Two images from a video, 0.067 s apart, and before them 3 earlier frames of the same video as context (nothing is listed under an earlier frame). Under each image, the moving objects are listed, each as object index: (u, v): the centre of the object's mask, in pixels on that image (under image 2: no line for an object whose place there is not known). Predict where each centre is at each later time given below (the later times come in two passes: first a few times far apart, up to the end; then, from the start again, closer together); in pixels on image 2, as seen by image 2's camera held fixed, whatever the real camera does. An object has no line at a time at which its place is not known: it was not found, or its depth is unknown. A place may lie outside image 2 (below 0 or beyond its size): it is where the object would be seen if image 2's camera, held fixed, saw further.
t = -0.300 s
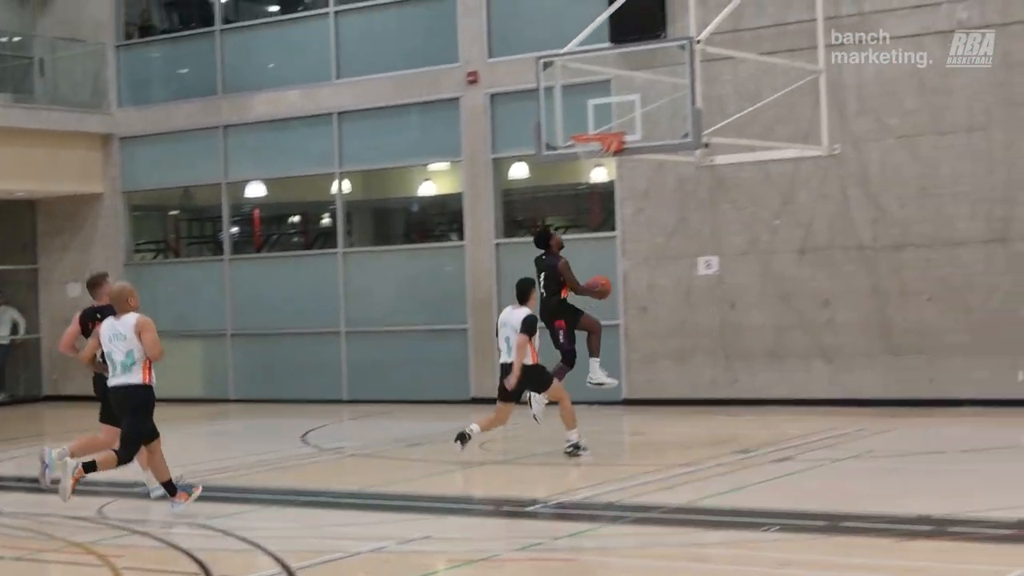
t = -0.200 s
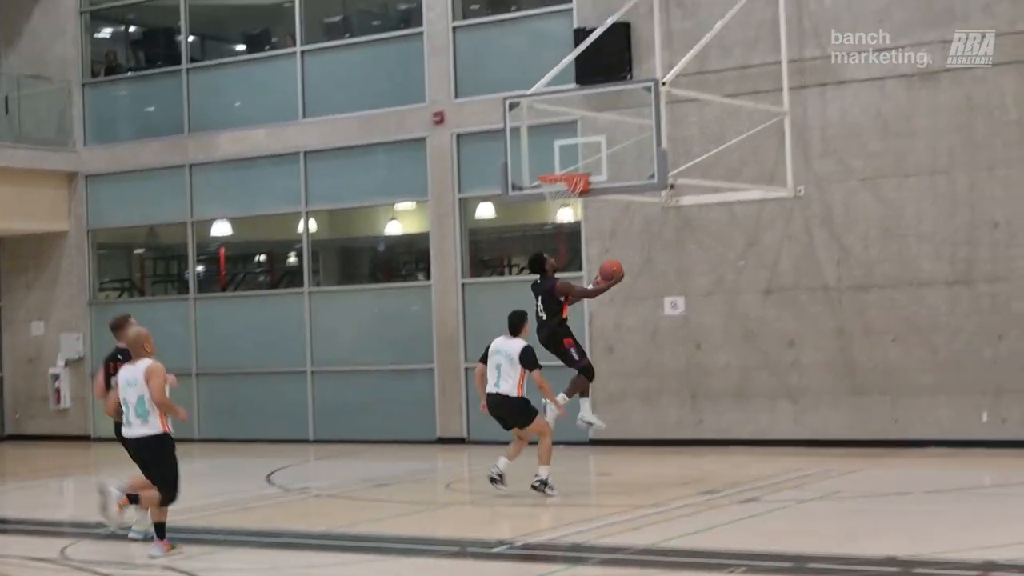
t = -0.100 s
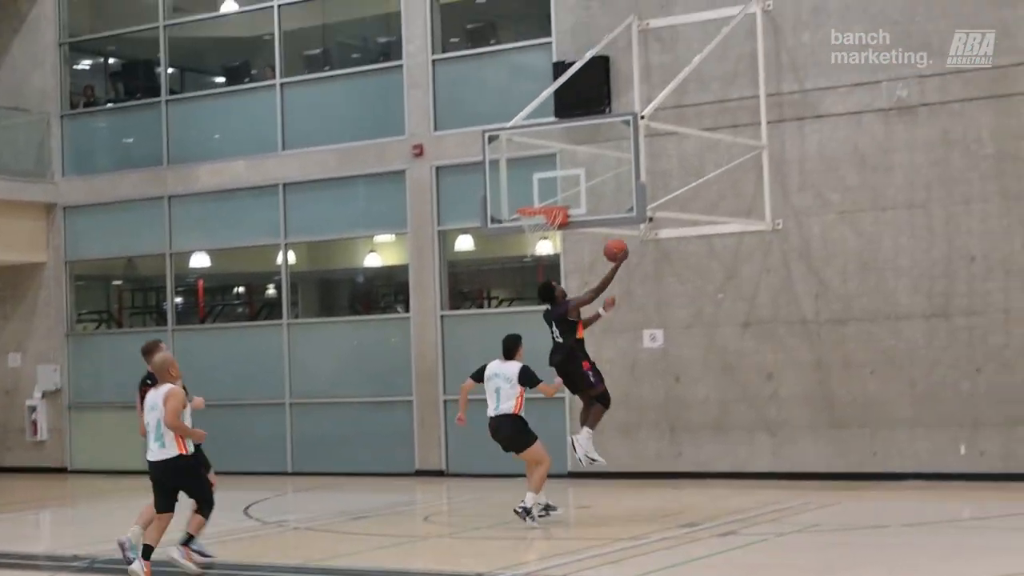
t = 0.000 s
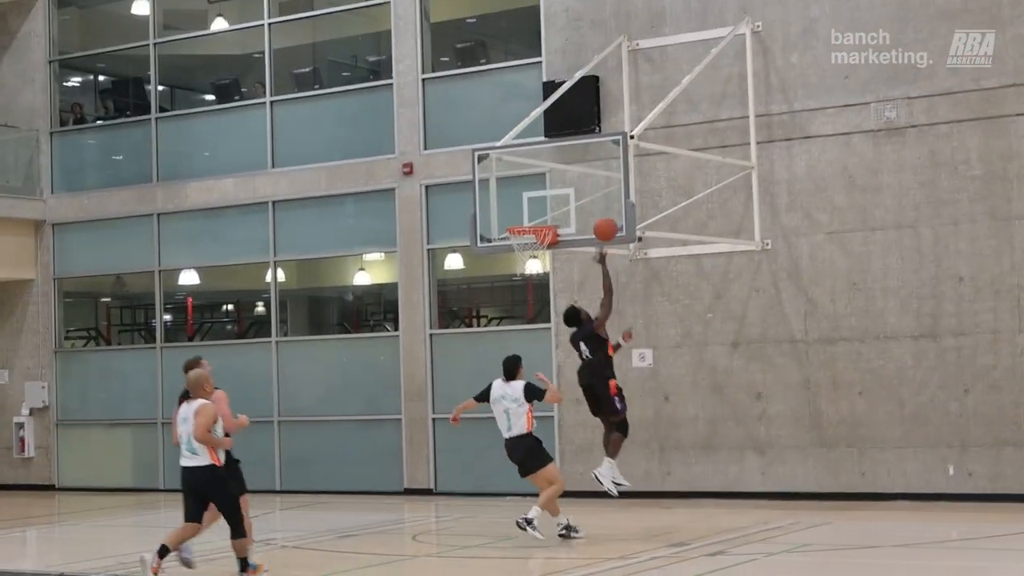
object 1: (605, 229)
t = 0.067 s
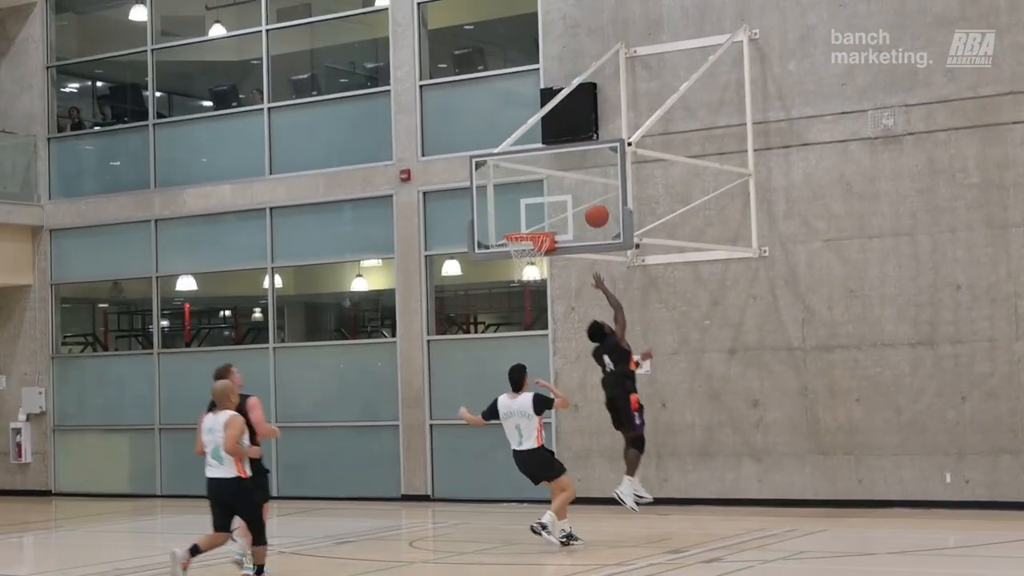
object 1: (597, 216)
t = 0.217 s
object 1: (583, 187)
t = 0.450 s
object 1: (539, 203)
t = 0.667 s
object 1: (528, 257)
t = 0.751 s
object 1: (539, 280)
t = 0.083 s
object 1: (595, 211)
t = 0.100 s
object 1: (594, 207)
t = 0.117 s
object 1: (592, 204)
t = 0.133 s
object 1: (590, 200)
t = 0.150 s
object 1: (589, 197)
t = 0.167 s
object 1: (588, 194)
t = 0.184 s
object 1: (586, 191)
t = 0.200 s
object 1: (585, 189)
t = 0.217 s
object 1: (583, 187)
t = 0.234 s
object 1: (581, 186)
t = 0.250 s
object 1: (577, 186)
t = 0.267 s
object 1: (574, 186)
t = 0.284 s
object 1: (571, 186)
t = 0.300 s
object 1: (568, 187)
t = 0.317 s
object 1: (564, 188)
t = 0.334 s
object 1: (561, 188)
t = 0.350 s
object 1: (558, 190)
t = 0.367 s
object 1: (555, 191)
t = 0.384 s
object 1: (552, 193)
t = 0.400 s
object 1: (549, 195)
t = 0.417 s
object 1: (546, 197)
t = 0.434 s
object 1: (542, 200)
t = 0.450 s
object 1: (539, 203)
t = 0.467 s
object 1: (536, 205)
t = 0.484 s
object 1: (533, 209)
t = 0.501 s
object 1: (530, 213)
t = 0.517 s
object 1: (527, 217)
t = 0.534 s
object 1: (524, 221)
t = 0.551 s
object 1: (521, 224)
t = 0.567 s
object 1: (518, 226)
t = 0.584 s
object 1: (516, 234)
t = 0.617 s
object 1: (519, 245)
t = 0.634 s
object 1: (523, 247)
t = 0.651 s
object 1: (525, 253)
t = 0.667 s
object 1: (528, 257)
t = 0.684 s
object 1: (530, 260)
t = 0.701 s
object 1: (532, 264)
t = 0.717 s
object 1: (535, 270)
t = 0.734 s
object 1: (537, 274)
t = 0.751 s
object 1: (539, 280)
